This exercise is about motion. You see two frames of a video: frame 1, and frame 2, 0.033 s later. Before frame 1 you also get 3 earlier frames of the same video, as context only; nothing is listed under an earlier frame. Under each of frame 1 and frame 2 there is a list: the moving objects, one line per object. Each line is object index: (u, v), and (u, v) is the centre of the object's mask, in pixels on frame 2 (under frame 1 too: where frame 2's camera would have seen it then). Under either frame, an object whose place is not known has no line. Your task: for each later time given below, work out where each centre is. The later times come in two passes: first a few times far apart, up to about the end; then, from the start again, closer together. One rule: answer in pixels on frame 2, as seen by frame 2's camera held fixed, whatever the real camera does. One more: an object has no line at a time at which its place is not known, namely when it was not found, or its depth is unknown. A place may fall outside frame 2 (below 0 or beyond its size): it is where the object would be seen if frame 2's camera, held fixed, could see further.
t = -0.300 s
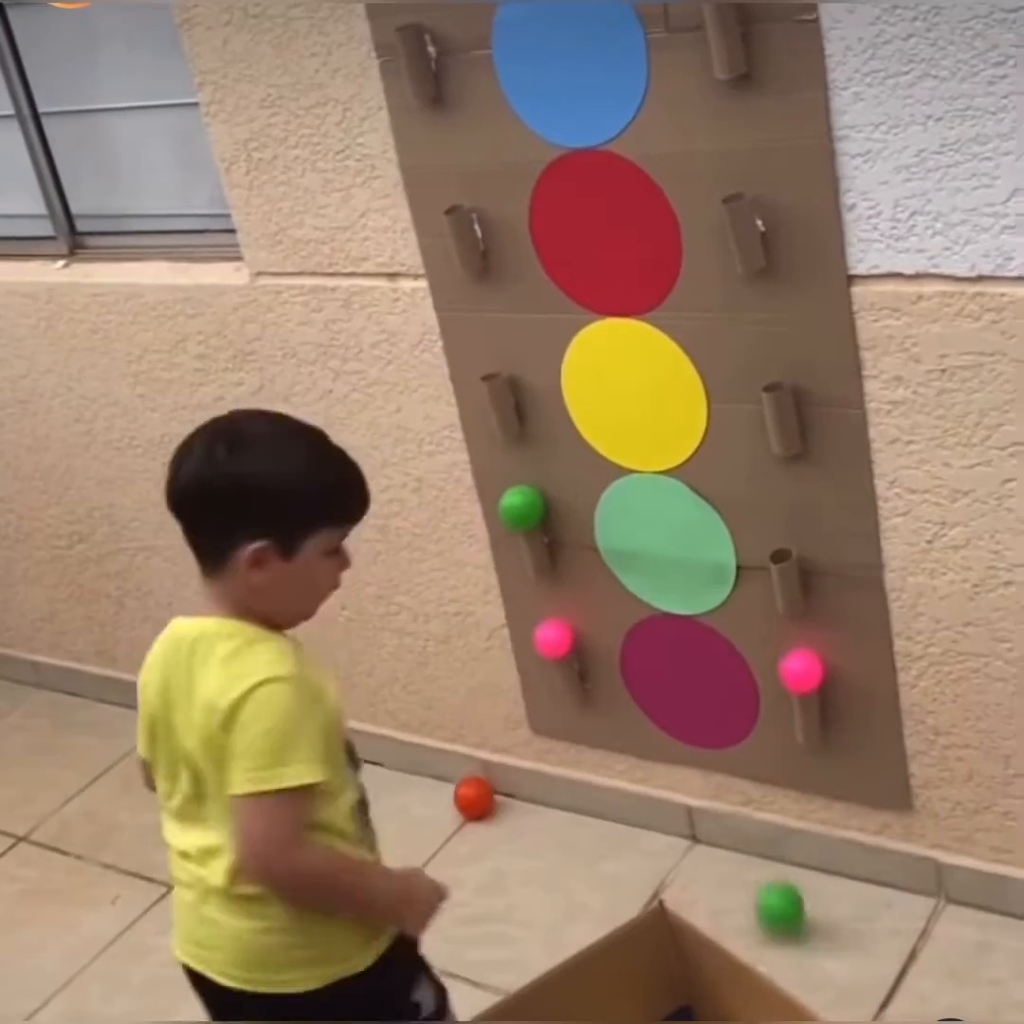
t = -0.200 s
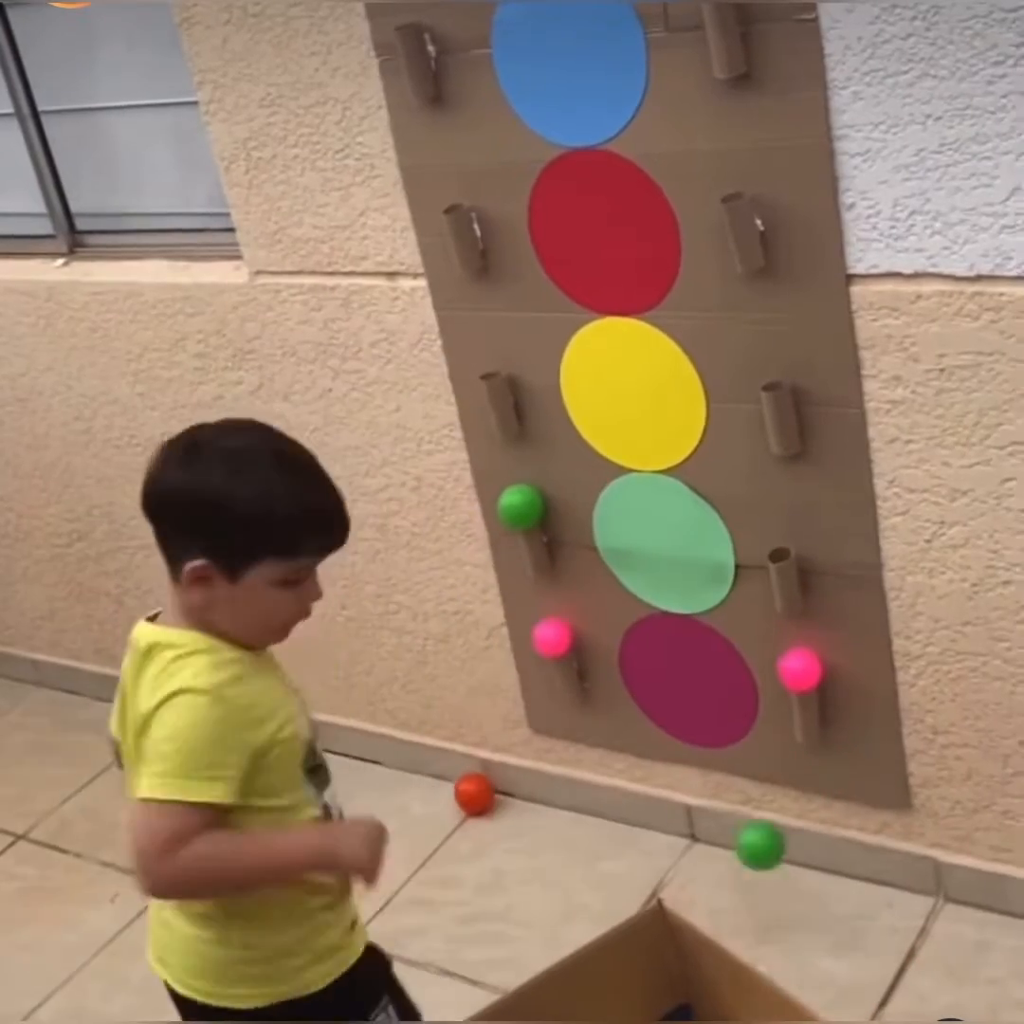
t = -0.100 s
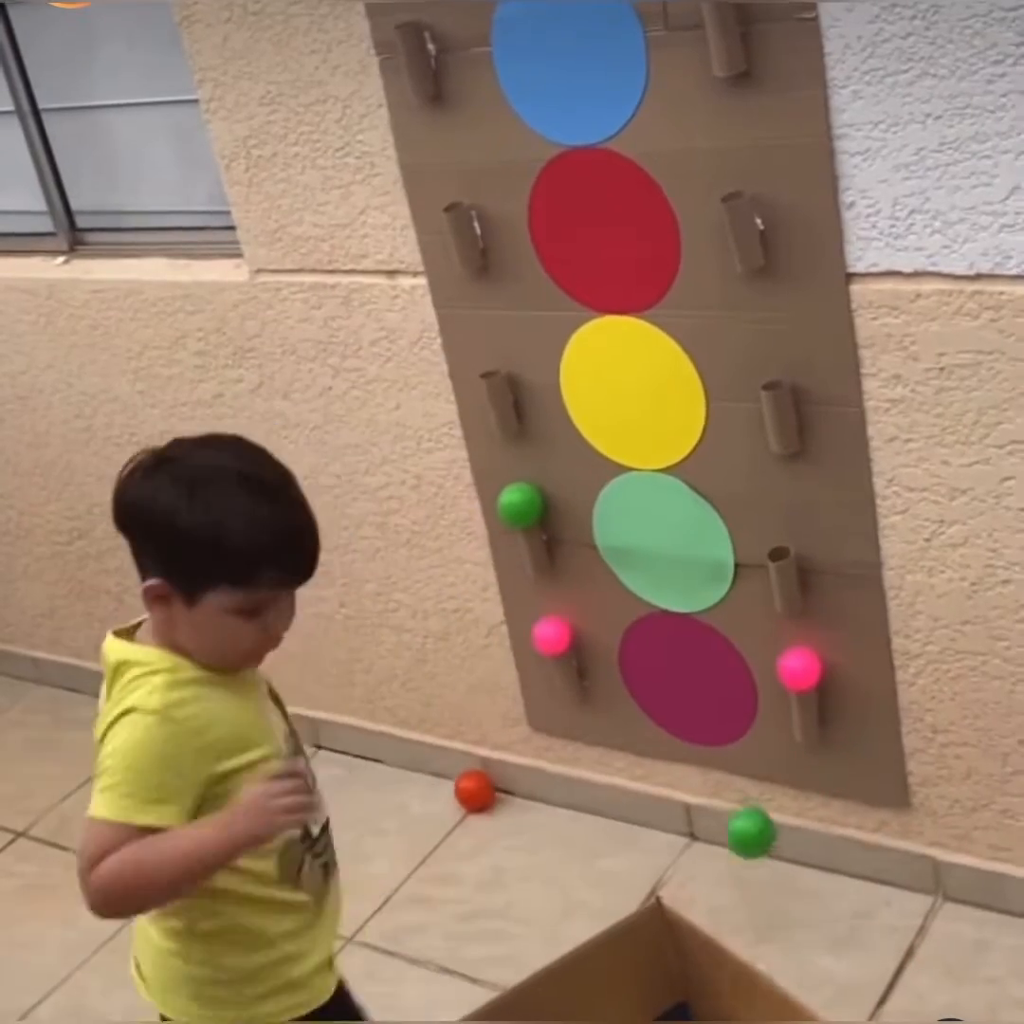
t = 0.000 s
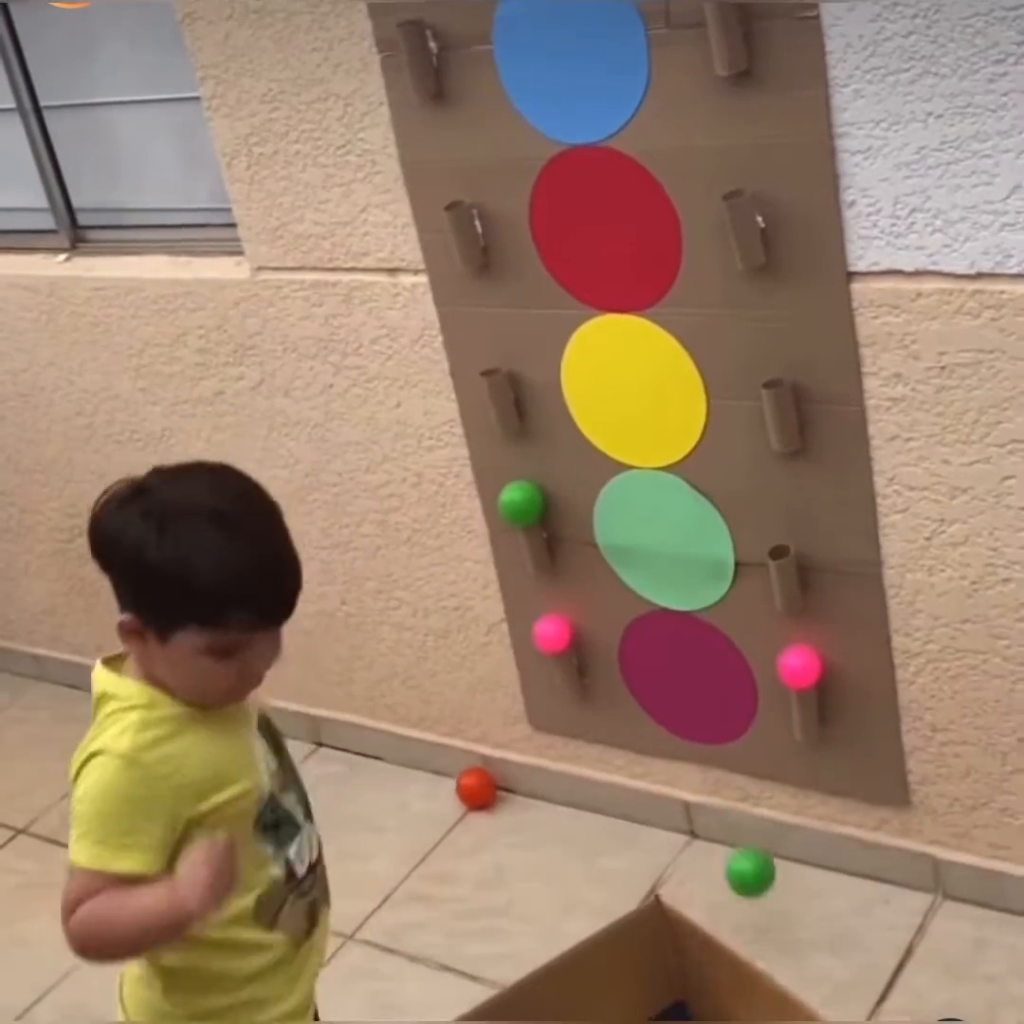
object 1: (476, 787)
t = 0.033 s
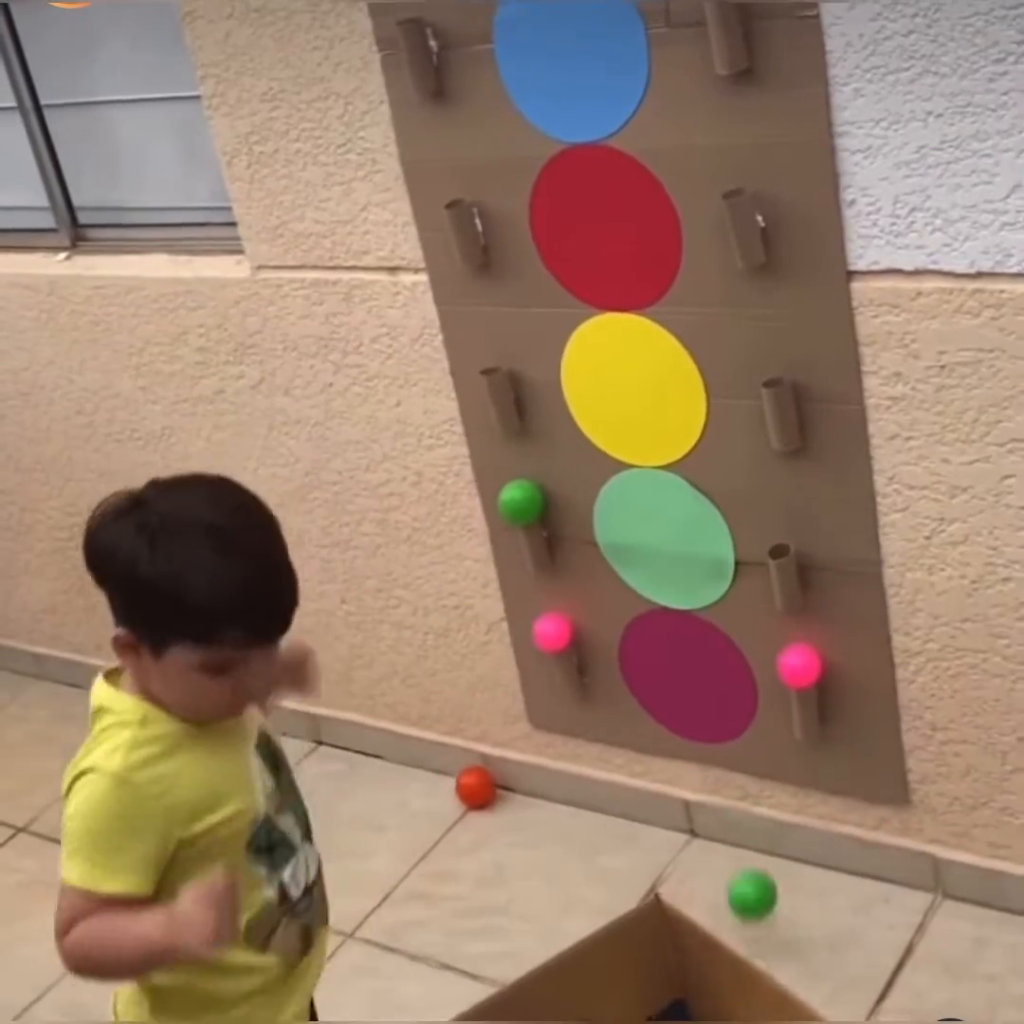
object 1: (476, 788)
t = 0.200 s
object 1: (471, 792)
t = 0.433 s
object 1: (460, 802)
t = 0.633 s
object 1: (447, 813)
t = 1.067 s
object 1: (443, 834)
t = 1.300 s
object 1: (455, 842)
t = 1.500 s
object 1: (469, 844)
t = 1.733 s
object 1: (491, 842)
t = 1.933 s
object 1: (508, 839)
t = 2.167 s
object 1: (521, 837)
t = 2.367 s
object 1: (521, 835)
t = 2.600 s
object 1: (510, 835)
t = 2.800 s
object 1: (495, 835)
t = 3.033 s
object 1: (477, 836)
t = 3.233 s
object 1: (468, 836)
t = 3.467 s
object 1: (466, 834)
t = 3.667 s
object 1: (467, 831)
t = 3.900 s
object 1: (472, 823)
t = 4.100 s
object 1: (480, 817)
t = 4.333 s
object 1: (488, 811)
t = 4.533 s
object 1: (489, 810)
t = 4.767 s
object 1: (487, 812)
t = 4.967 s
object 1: (482, 818)
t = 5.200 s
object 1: (474, 825)
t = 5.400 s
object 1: (468, 828)
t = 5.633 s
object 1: (468, 828)
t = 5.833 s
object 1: (472, 826)
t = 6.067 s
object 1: (479, 820)
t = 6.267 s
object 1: (484, 815)
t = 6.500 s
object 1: (486, 811)
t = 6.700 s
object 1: (486, 811)
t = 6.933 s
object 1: (482, 816)
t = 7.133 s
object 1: (478, 820)
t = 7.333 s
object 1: (474, 825)
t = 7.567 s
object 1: (472, 826)
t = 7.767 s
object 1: (472, 825)
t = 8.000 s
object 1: (475, 821)
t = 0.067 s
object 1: (475, 788)
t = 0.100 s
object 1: (474, 789)
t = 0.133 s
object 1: (473, 790)
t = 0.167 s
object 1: (472, 791)
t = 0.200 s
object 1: (471, 792)
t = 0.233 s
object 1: (470, 793)
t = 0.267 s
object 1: (468, 794)
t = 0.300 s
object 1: (466, 795)
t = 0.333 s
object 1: (465, 797)
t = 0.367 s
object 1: (464, 798)
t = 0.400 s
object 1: (462, 800)
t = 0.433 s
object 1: (460, 802)
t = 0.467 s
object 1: (458, 804)
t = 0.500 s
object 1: (456, 805)
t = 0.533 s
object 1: (454, 807)
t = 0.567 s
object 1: (451, 809)
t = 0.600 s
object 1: (449, 811)
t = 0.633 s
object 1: (447, 813)
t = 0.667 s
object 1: (445, 814)
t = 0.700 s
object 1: (443, 816)
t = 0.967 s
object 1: (441, 829)
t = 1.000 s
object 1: (442, 831)
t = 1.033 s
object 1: (443, 833)
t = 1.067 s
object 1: (443, 834)
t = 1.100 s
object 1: (445, 836)
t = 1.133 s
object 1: (446, 837)
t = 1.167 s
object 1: (447, 838)
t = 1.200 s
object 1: (449, 839)
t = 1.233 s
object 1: (451, 840)
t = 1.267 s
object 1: (453, 842)
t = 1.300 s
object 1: (455, 842)
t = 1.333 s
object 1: (457, 843)
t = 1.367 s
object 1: (459, 844)
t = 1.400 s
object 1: (461, 844)
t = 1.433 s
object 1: (464, 844)
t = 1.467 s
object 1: (466, 844)
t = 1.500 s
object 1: (469, 844)
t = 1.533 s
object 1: (472, 844)
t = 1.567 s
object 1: (475, 844)
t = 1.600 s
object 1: (478, 844)
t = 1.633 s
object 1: (481, 843)
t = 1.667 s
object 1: (484, 843)
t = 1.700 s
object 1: (488, 842)
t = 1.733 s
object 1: (491, 842)
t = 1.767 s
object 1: (494, 842)
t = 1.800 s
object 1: (498, 841)
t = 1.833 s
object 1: (500, 841)
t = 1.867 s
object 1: (503, 840)
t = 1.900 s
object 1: (506, 840)
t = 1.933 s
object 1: (508, 839)
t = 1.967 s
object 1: (511, 839)
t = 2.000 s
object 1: (513, 839)
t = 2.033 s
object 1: (515, 838)
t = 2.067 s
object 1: (517, 837)
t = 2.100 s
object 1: (518, 837)
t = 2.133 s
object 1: (519, 837)
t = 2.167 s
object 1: (521, 837)
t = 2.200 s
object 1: (521, 836)
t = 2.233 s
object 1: (521, 836)
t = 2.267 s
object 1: (522, 836)
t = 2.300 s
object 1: (522, 835)
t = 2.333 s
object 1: (521, 835)
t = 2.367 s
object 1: (521, 835)
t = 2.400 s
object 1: (520, 835)
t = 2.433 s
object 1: (519, 835)
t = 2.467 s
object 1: (517, 835)
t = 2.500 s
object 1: (516, 835)
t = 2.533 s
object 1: (514, 835)
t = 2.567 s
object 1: (512, 835)
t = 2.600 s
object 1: (510, 835)
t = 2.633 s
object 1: (507, 835)
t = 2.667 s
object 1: (505, 835)
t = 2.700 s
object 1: (502, 835)
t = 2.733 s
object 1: (500, 835)
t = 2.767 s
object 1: (498, 835)
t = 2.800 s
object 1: (495, 835)
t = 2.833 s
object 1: (492, 835)
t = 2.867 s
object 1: (489, 835)
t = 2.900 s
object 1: (486, 835)
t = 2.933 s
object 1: (484, 835)
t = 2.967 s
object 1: (481, 835)
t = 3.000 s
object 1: (479, 836)
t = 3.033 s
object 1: (477, 836)
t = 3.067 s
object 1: (475, 836)
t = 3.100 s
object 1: (473, 836)
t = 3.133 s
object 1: (472, 837)
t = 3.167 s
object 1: (470, 836)
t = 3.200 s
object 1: (469, 837)
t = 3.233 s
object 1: (468, 836)
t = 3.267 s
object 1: (467, 836)
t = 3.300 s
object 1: (467, 836)
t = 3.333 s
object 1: (467, 835)
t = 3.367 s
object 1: (467, 835)
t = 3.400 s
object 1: (467, 835)
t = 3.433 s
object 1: (466, 834)
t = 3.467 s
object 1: (466, 834)
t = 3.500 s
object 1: (466, 833)
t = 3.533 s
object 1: (466, 832)
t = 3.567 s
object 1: (466, 832)
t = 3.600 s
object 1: (467, 832)
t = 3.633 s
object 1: (467, 831)
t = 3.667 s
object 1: (467, 831)
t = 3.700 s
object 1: (468, 830)
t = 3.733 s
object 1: (469, 828)
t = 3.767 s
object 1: (469, 828)
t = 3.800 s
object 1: (470, 827)
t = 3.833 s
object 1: (471, 826)
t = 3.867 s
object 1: (471, 824)
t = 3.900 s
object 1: (472, 823)
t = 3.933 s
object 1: (473, 822)
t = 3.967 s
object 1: (475, 821)
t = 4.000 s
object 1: (476, 820)
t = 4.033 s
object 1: (477, 819)
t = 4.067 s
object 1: (479, 818)
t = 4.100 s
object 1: (480, 817)
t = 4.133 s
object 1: (481, 816)
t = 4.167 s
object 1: (483, 815)
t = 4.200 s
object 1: (484, 814)
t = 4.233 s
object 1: (485, 813)
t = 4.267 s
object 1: (486, 812)
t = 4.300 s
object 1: (487, 811)
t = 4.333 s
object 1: (488, 811)
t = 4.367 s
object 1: (489, 810)
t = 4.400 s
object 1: (489, 810)
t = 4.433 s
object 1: (489, 810)
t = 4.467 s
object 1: (489, 810)
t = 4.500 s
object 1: (489, 810)
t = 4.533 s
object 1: (489, 810)
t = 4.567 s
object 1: (489, 810)
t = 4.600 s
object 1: (489, 810)
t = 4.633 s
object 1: (489, 810)
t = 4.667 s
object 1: (489, 810)
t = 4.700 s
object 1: (488, 811)
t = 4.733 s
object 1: (488, 811)
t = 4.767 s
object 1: (487, 812)
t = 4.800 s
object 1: (486, 813)
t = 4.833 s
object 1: (485, 814)
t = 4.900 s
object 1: (484, 815)
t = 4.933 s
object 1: (482, 817)
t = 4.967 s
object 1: (482, 818)
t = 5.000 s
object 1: (480, 819)
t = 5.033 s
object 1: (479, 820)
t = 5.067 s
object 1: (478, 821)
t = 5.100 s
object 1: (477, 822)
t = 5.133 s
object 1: (476, 823)
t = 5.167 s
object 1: (475, 824)
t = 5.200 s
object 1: (474, 825)
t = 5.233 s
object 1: (473, 826)
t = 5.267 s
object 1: (472, 826)
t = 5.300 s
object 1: (471, 827)
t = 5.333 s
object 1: (470, 827)
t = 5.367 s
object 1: (469, 827)
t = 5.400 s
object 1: (468, 828)
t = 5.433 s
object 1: (467, 828)
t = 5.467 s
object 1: (467, 828)
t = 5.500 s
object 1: (467, 828)
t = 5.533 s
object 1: (467, 829)
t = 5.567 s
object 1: (467, 828)
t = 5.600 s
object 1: (468, 829)
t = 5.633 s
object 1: (468, 828)
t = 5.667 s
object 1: (469, 828)
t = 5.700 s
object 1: (469, 828)
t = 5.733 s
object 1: (470, 827)
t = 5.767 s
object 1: (470, 827)
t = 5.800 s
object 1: (471, 826)
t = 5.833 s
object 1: (472, 826)
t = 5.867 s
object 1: (473, 825)
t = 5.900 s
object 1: (474, 825)
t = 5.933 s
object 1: (474, 824)
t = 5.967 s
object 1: (476, 823)
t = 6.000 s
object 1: (477, 822)
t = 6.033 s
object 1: (478, 821)
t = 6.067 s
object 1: (479, 820)
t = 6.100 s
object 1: (480, 819)
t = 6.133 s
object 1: (480, 818)
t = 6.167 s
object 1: (481, 817)
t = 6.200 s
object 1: (482, 816)
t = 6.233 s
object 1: (483, 816)
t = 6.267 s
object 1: (484, 815)
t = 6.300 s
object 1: (485, 814)
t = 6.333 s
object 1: (485, 813)
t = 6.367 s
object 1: (485, 813)
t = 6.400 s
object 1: (486, 813)
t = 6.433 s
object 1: (486, 812)
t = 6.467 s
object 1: (486, 812)
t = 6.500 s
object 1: (486, 811)
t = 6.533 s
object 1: (486, 811)
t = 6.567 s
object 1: (486, 811)
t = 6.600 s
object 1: (486, 811)
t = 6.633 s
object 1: (486, 811)
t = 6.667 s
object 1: (486, 811)
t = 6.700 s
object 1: (486, 811)
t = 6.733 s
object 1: (486, 812)
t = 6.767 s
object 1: (485, 812)
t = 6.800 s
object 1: (485, 813)
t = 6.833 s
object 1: (484, 813)
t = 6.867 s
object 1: (484, 814)
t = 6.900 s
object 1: (483, 814)
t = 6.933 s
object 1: (482, 816)
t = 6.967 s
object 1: (482, 816)
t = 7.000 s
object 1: (481, 817)
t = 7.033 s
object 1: (480, 818)
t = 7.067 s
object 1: (480, 818)
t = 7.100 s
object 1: (479, 820)
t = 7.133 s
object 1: (478, 820)
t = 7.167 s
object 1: (477, 821)
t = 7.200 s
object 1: (476, 822)
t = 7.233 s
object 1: (476, 823)
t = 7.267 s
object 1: (475, 824)
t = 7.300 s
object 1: (475, 825)
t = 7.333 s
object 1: (474, 825)
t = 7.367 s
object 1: (474, 825)
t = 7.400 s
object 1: (473, 826)
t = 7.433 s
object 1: (473, 826)
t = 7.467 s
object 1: (473, 826)
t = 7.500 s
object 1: (473, 826)
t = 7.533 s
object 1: (472, 826)
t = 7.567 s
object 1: (472, 826)
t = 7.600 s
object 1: (472, 826)
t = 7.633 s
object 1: (472, 826)
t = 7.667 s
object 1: (472, 826)
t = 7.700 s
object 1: (472, 826)
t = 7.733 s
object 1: (472, 825)
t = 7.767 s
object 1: (472, 825)
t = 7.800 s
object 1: (472, 825)
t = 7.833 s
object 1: (472, 824)
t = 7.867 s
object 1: (472, 824)
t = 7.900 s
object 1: (473, 823)
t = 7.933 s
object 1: (473, 823)
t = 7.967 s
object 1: (474, 822)
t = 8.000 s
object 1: (475, 821)
